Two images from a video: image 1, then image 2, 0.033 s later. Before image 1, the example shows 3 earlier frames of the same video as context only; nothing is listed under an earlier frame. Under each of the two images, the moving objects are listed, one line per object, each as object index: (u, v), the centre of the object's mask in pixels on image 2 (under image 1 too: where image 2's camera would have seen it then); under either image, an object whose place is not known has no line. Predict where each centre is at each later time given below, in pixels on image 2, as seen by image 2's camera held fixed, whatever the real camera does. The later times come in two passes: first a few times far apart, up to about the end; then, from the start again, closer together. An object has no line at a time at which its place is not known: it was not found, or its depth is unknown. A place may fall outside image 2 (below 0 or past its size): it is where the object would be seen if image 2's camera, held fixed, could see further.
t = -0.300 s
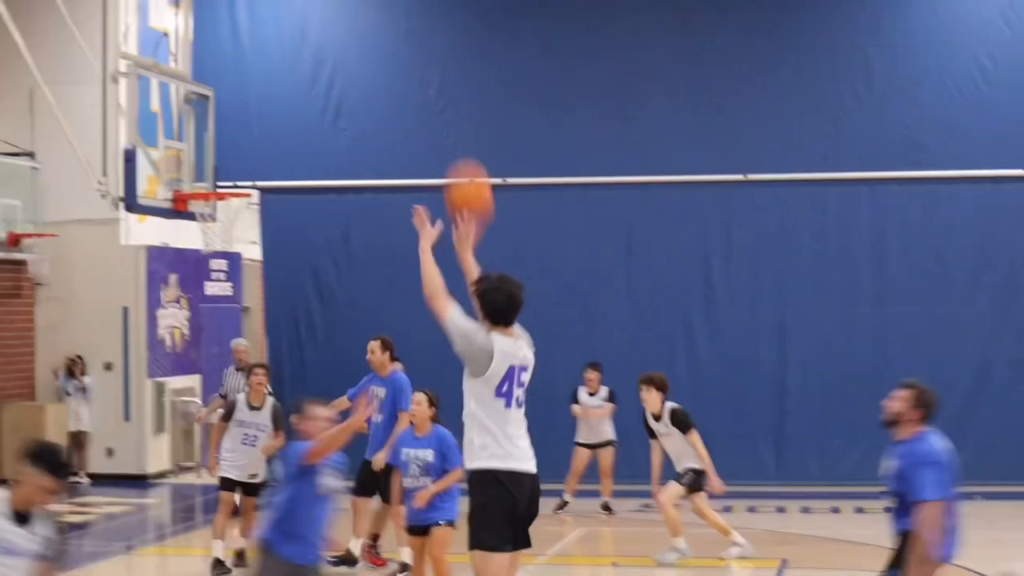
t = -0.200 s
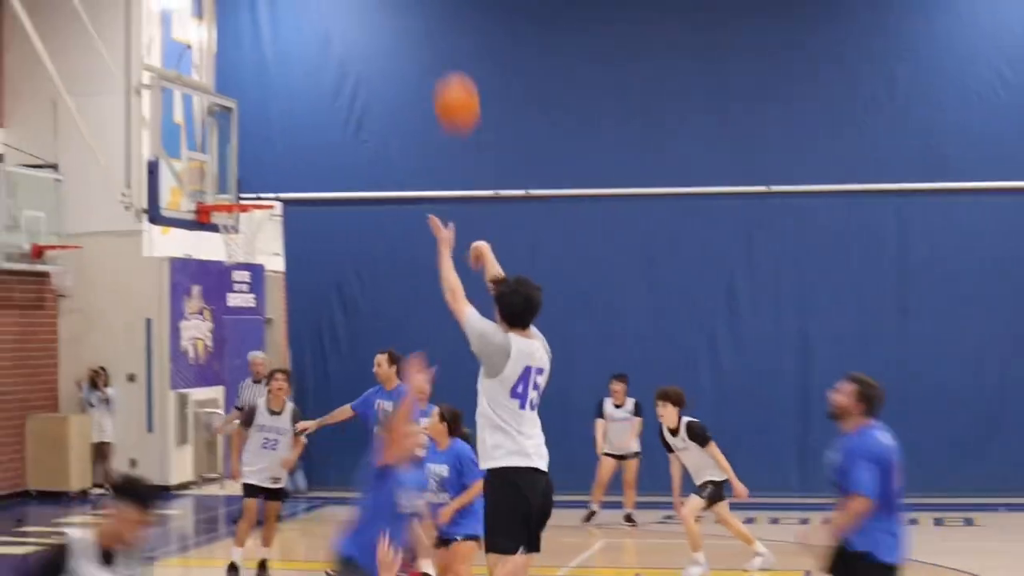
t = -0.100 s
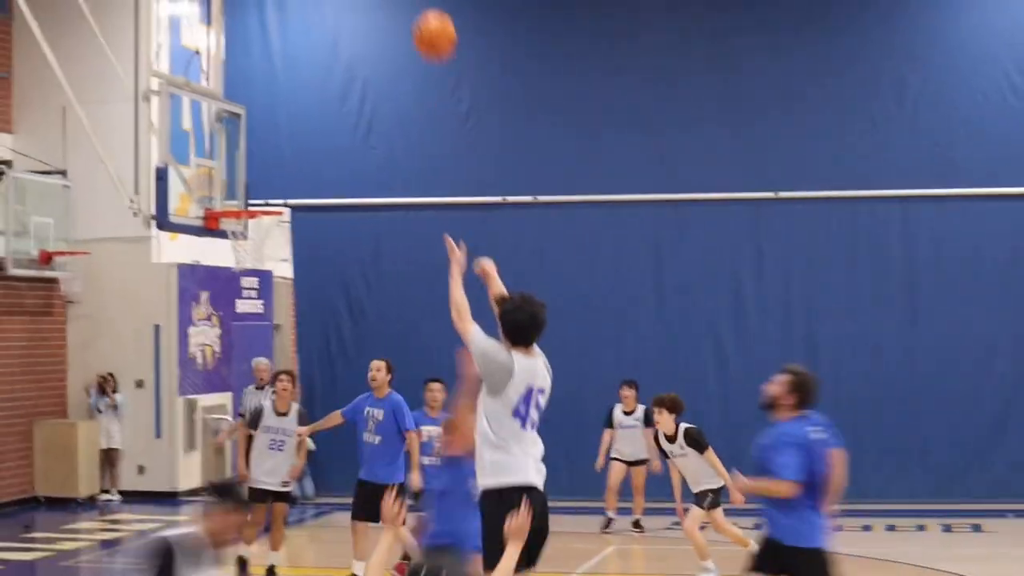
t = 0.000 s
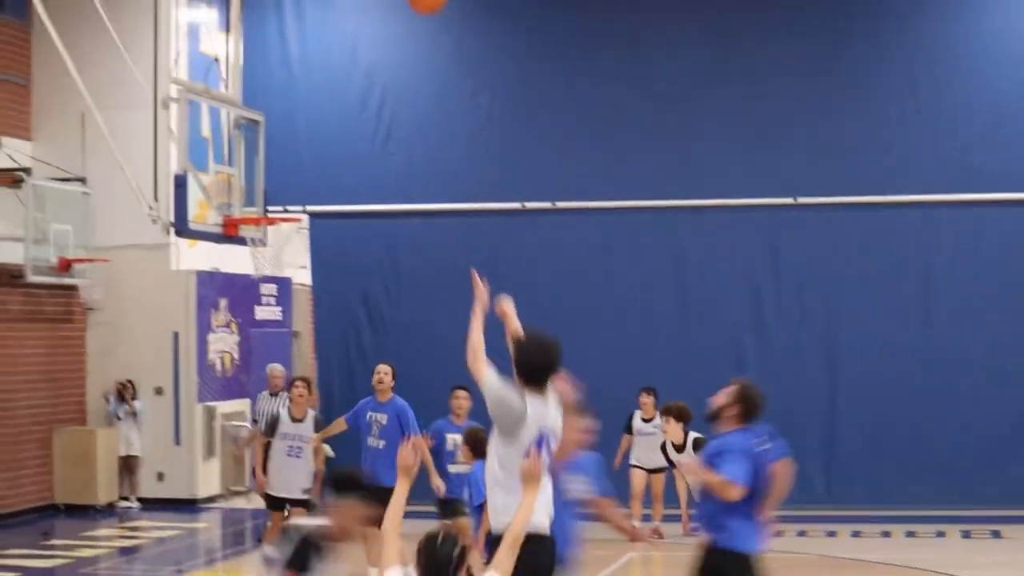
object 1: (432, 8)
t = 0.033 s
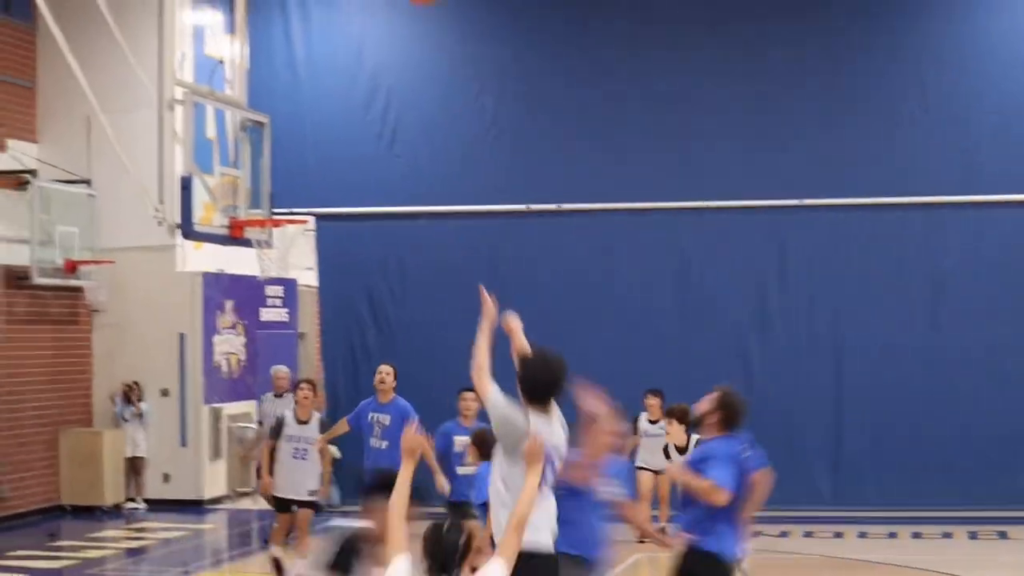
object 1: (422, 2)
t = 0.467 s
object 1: (341, 4)
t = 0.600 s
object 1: (322, 59)
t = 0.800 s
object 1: (296, 173)
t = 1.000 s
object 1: (269, 268)
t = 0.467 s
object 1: (341, 4)
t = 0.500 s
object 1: (336, 16)
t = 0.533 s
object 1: (331, 29)
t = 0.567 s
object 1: (327, 44)
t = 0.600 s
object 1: (322, 59)
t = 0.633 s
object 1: (318, 76)
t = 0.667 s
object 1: (313, 94)
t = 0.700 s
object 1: (309, 113)
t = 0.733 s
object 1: (305, 131)
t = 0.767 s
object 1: (301, 153)
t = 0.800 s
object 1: (296, 173)
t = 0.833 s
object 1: (293, 193)
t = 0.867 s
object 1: (290, 215)
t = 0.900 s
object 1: (285, 239)
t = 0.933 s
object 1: (278, 252)
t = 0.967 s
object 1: (274, 260)
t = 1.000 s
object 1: (269, 268)
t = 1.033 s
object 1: (263, 278)
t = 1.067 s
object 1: (258, 288)
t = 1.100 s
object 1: (253, 300)
